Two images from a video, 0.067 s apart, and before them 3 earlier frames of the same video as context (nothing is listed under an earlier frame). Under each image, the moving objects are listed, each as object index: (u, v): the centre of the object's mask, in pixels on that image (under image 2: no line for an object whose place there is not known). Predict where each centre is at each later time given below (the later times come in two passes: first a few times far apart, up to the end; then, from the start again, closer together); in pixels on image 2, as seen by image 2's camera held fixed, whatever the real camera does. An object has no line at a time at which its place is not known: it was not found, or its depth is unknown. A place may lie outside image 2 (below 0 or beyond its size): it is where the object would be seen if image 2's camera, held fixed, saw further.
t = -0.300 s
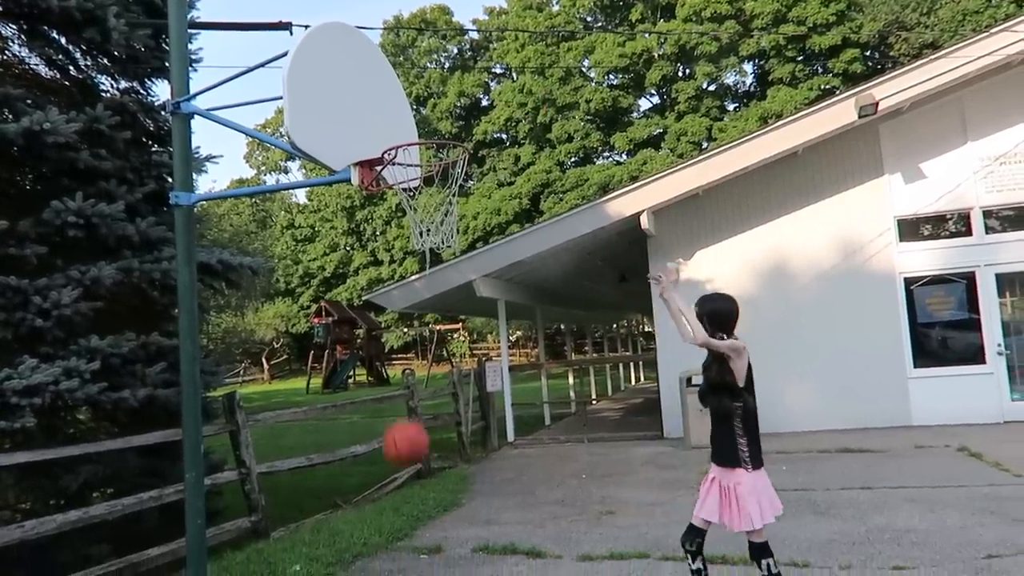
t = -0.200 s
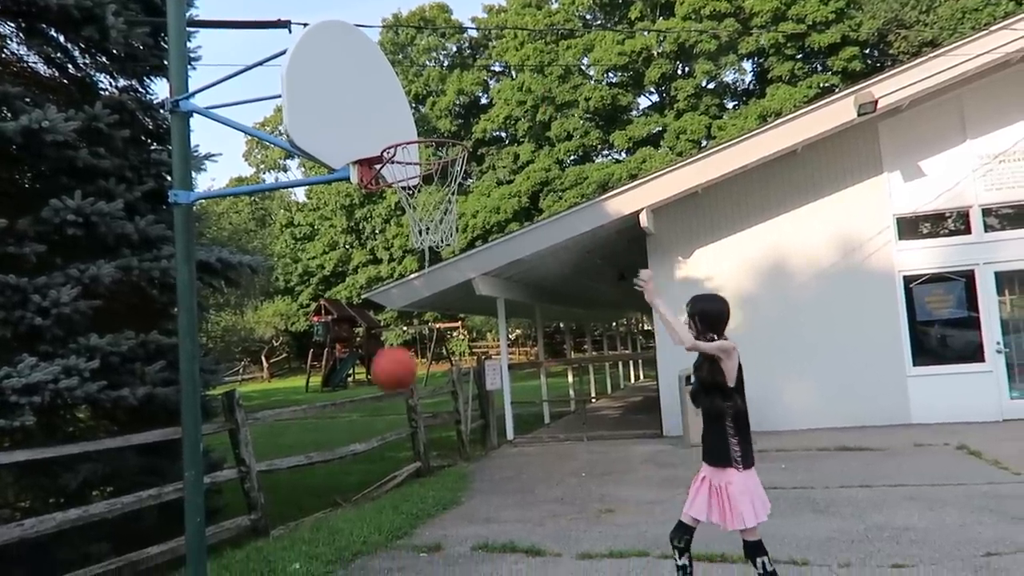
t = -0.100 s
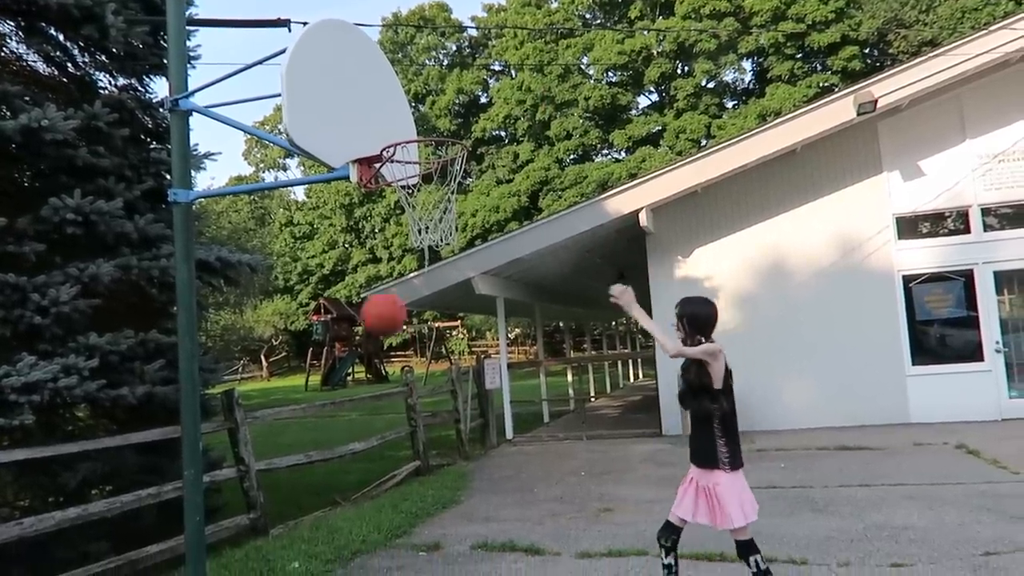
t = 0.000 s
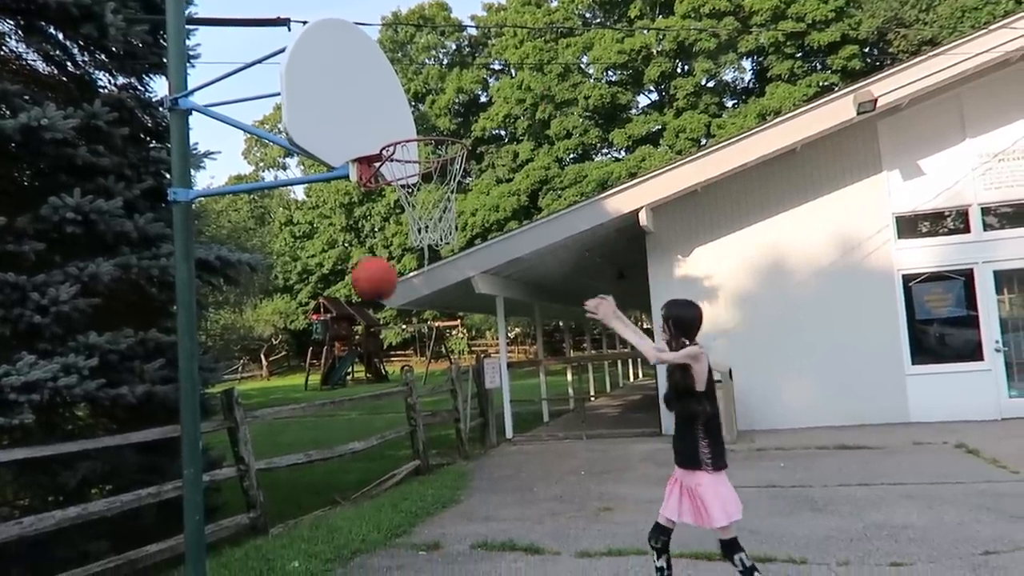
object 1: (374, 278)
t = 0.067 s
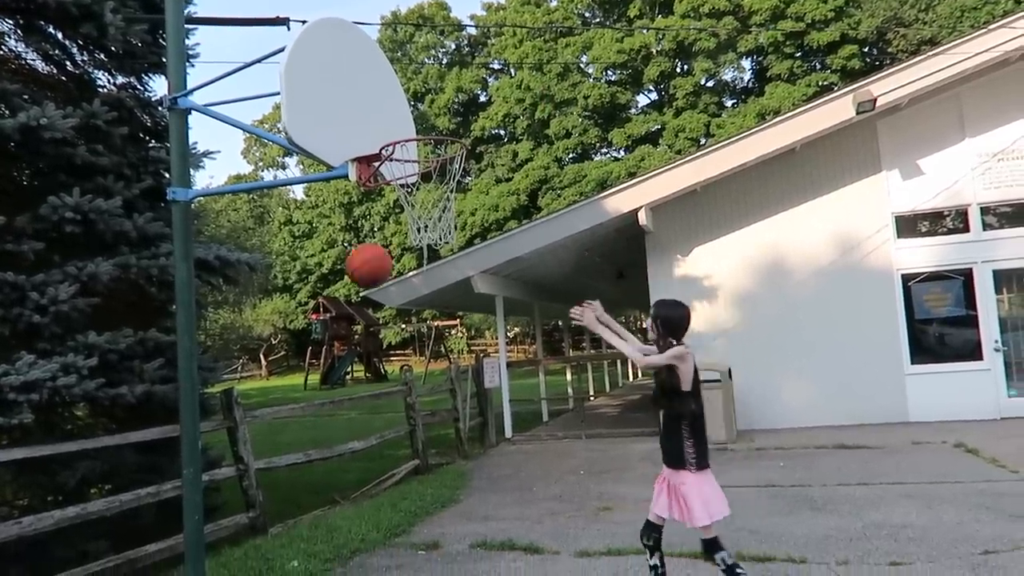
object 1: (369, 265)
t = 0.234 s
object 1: (359, 268)
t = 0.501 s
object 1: (350, 382)
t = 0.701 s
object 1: (349, 560)
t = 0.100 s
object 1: (367, 262)
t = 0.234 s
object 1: (359, 268)
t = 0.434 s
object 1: (352, 339)
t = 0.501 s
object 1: (350, 382)
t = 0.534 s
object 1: (350, 406)
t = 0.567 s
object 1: (349, 430)
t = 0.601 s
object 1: (349, 460)
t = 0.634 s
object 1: (348, 491)
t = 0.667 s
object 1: (348, 524)
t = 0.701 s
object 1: (349, 560)
